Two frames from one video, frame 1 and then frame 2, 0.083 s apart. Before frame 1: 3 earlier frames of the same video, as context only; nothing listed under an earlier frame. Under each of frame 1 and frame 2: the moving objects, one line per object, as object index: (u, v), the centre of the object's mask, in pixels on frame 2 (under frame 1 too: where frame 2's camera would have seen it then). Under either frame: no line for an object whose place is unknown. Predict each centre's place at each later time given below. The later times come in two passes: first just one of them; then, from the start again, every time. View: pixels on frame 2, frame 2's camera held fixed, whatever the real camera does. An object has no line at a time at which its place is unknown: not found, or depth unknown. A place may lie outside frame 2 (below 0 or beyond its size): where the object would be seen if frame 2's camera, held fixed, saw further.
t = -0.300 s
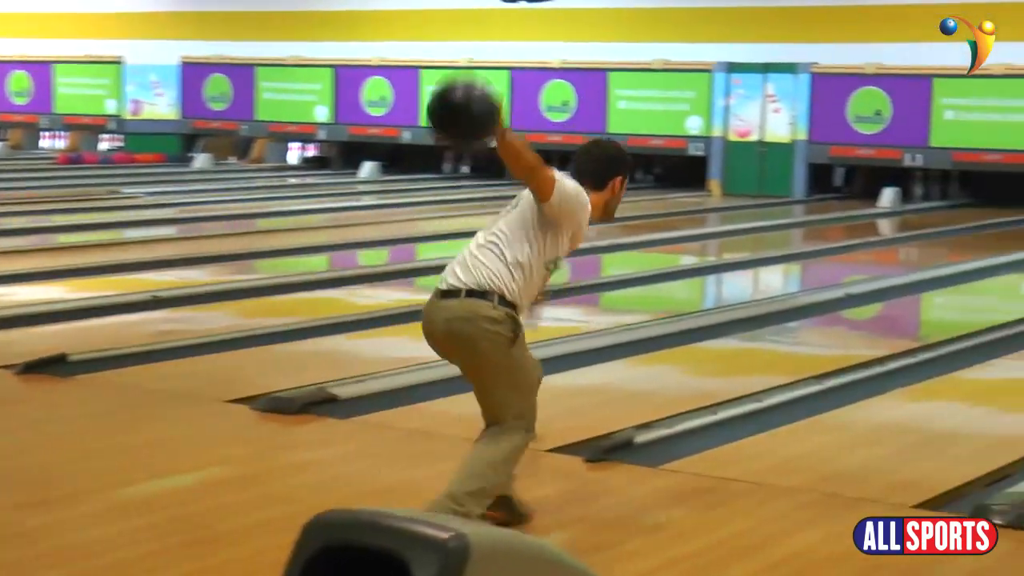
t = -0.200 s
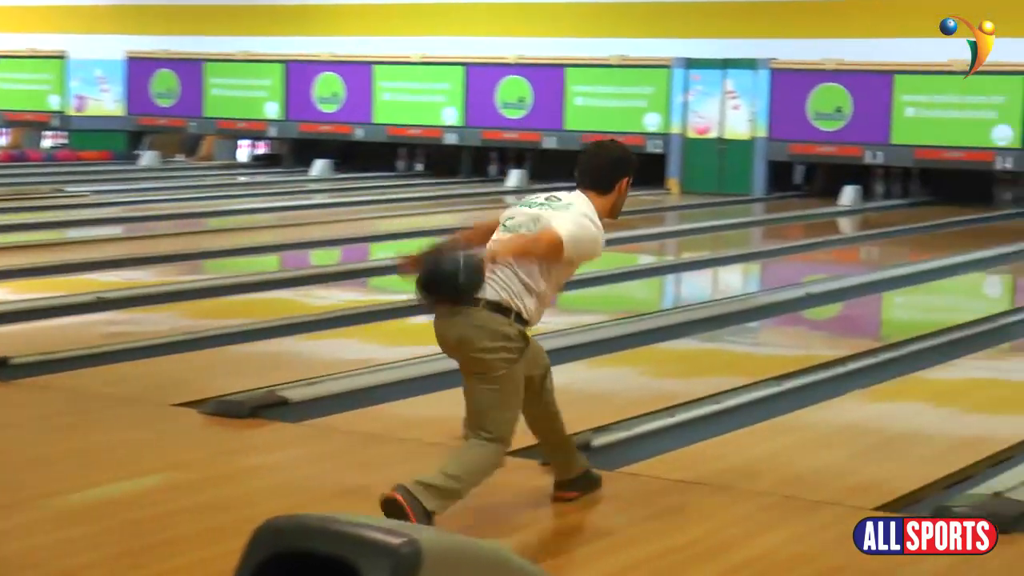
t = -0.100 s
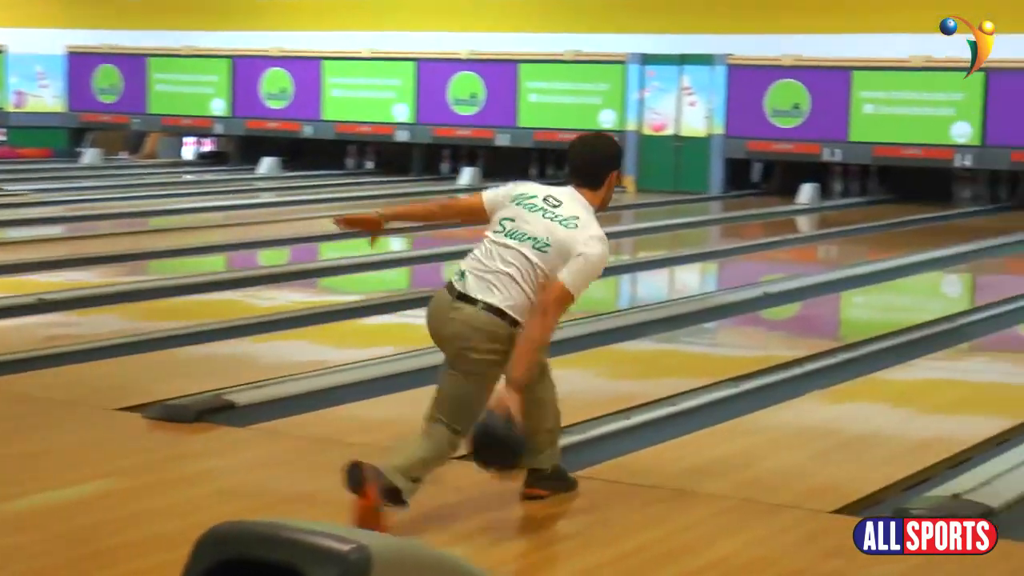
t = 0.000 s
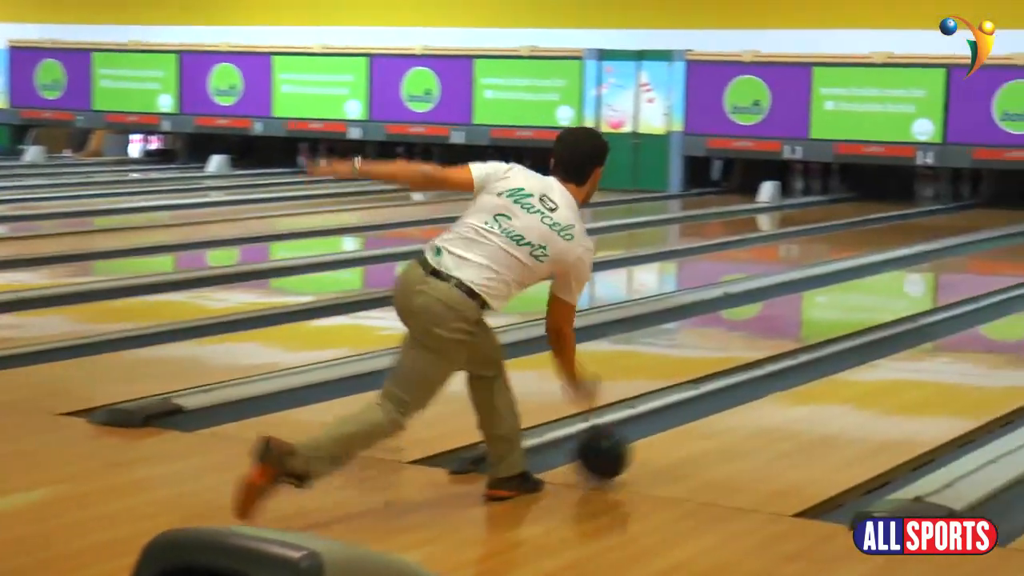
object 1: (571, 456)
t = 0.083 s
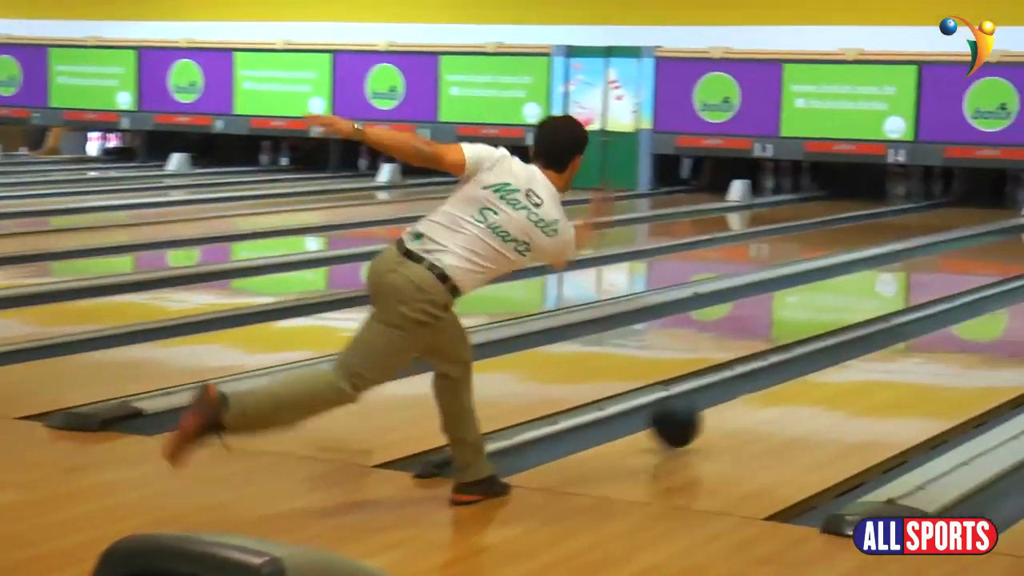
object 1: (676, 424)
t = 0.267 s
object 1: (852, 372)
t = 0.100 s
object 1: (695, 418)
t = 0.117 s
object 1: (712, 415)
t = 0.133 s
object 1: (730, 408)
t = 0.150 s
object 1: (747, 402)
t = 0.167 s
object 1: (763, 398)
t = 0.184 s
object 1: (779, 392)
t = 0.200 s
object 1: (794, 389)
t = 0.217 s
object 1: (809, 383)
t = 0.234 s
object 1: (824, 380)
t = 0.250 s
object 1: (838, 376)
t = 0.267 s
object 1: (852, 372)
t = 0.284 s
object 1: (866, 368)
